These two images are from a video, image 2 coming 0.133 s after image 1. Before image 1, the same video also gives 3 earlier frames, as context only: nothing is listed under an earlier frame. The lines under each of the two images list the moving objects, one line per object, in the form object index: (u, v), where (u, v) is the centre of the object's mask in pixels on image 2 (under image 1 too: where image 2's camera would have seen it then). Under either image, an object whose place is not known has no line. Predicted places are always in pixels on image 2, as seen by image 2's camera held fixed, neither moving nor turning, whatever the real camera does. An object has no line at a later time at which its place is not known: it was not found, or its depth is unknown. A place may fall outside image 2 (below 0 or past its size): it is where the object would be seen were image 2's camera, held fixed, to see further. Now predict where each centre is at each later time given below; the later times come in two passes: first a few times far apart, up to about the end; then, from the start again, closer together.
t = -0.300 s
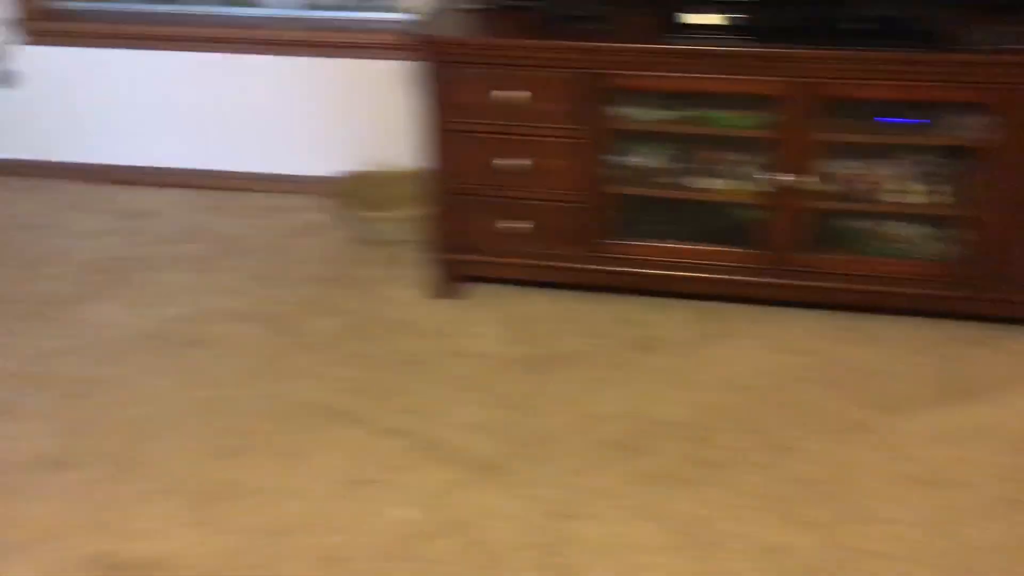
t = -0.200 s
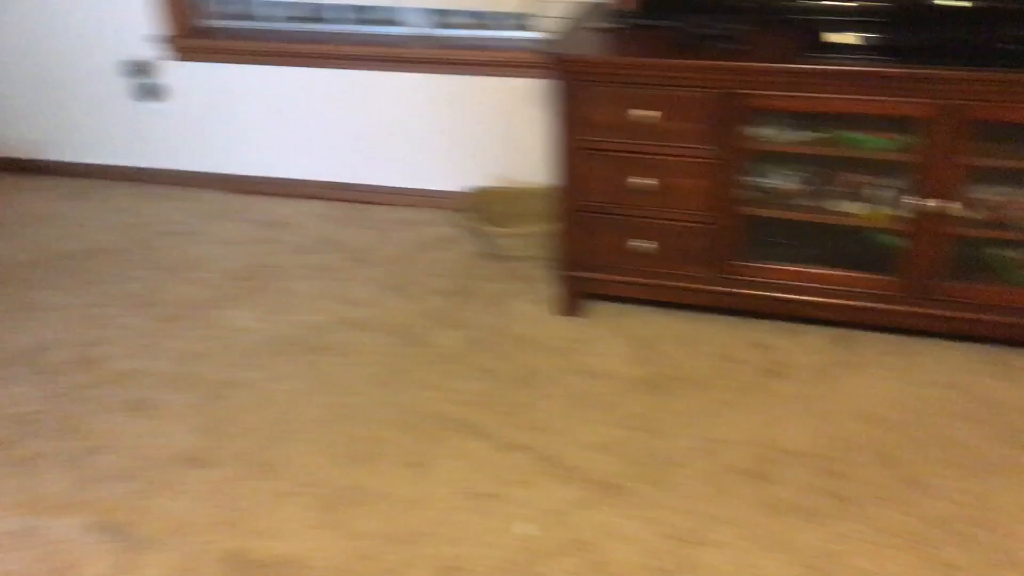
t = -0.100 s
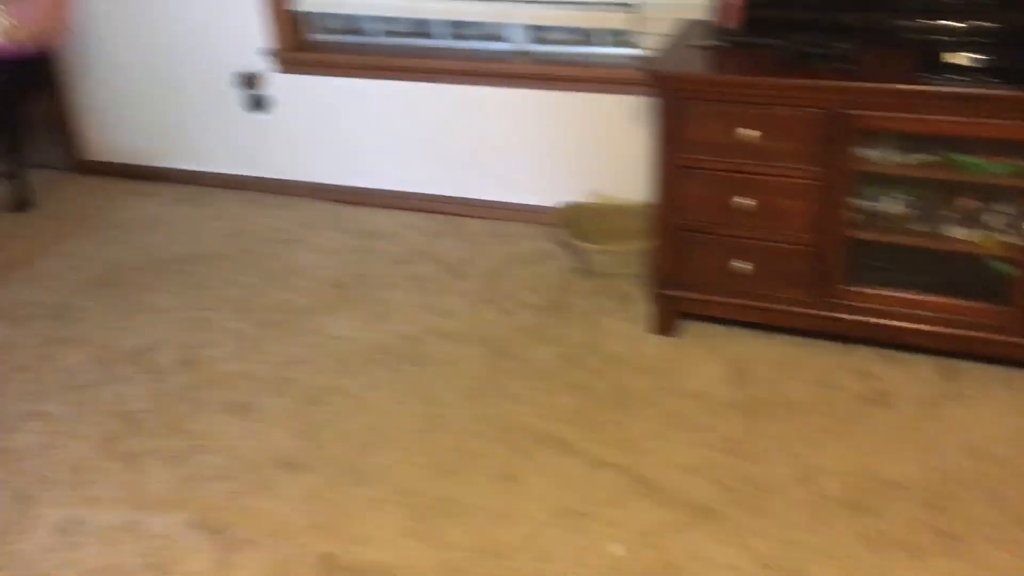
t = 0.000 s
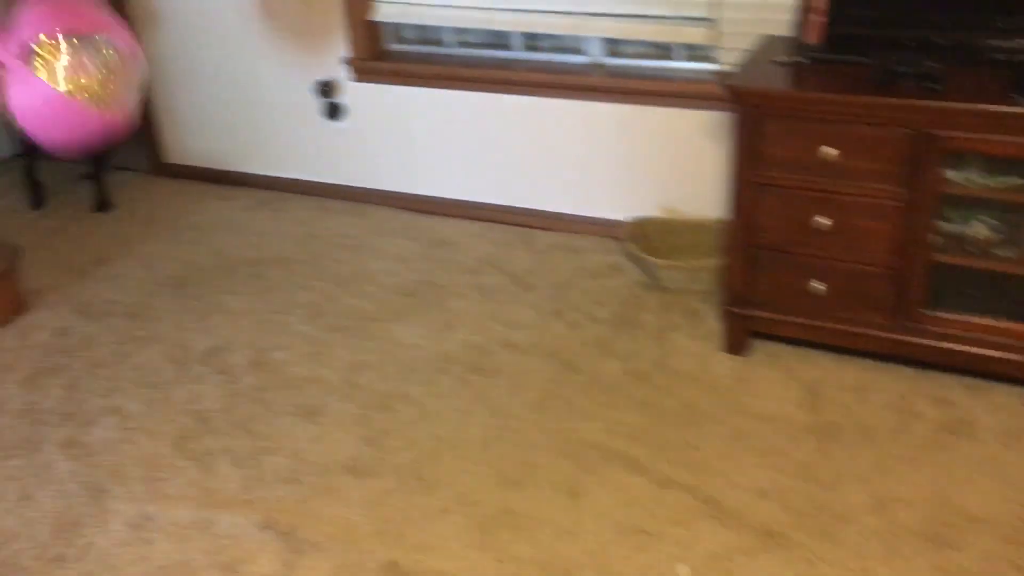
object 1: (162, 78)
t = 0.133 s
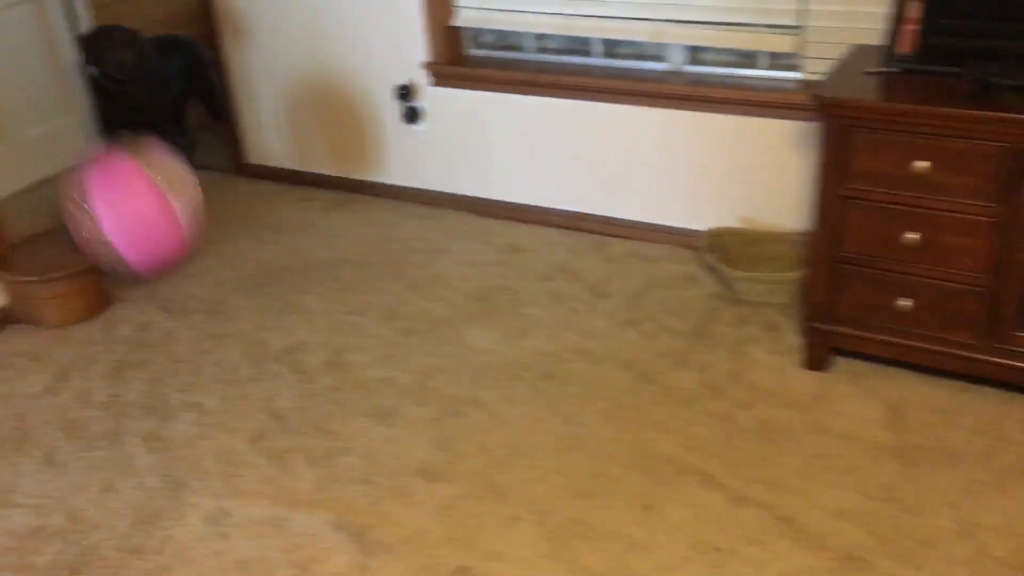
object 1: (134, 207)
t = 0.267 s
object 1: (226, 204)
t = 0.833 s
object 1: (346, 205)
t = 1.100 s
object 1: (335, 224)
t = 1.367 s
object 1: (325, 240)
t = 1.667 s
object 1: (316, 251)
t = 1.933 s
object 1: (309, 256)
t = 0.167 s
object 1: (136, 221)
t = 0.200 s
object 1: (168, 212)
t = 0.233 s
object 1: (194, 207)
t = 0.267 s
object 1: (226, 204)
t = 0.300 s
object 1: (254, 204)
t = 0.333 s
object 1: (280, 202)
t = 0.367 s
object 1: (299, 194)
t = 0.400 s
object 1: (319, 184)
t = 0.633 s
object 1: (355, 185)
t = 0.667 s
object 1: (353, 192)
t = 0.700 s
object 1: (352, 194)
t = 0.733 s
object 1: (351, 195)
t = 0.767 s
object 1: (349, 197)
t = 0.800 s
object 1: (348, 200)
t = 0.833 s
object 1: (346, 205)
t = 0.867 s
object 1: (344, 207)
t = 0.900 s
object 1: (343, 209)
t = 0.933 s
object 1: (341, 210)
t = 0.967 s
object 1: (340, 213)
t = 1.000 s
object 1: (339, 217)
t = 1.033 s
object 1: (337, 221)
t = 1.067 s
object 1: (336, 223)
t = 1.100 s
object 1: (335, 224)
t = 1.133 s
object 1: (333, 225)
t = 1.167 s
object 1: (332, 228)
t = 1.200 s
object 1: (331, 230)
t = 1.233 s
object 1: (330, 233)
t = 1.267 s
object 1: (329, 234)
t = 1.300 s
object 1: (327, 236)
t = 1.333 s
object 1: (326, 238)
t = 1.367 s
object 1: (325, 240)
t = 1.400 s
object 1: (324, 242)
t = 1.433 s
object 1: (322, 244)
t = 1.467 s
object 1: (321, 245)
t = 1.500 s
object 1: (320, 246)
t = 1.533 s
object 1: (319, 247)
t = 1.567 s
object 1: (318, 248)
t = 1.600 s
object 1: (318, 249)
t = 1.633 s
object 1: (317, 250)
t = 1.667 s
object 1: (316, 251)
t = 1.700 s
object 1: (315, 252)
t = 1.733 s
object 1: (314, 252)
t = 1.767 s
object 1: (314, 253)
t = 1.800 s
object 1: (313, 253)
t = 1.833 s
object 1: (312, 254)
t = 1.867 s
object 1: (311, 255)
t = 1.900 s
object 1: (310, 255)
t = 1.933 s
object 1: (309, 256)
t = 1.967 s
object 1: (307, 256)
